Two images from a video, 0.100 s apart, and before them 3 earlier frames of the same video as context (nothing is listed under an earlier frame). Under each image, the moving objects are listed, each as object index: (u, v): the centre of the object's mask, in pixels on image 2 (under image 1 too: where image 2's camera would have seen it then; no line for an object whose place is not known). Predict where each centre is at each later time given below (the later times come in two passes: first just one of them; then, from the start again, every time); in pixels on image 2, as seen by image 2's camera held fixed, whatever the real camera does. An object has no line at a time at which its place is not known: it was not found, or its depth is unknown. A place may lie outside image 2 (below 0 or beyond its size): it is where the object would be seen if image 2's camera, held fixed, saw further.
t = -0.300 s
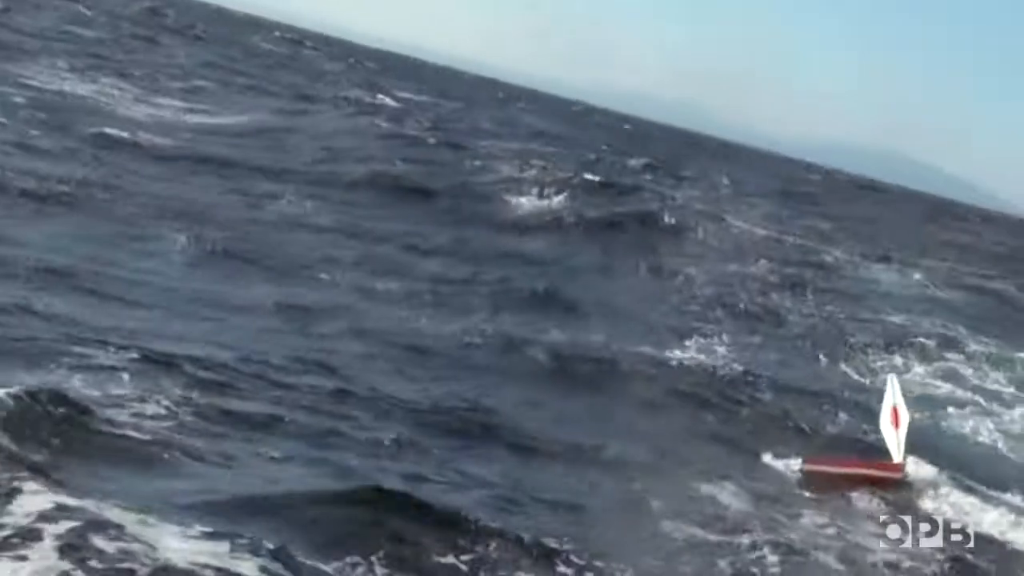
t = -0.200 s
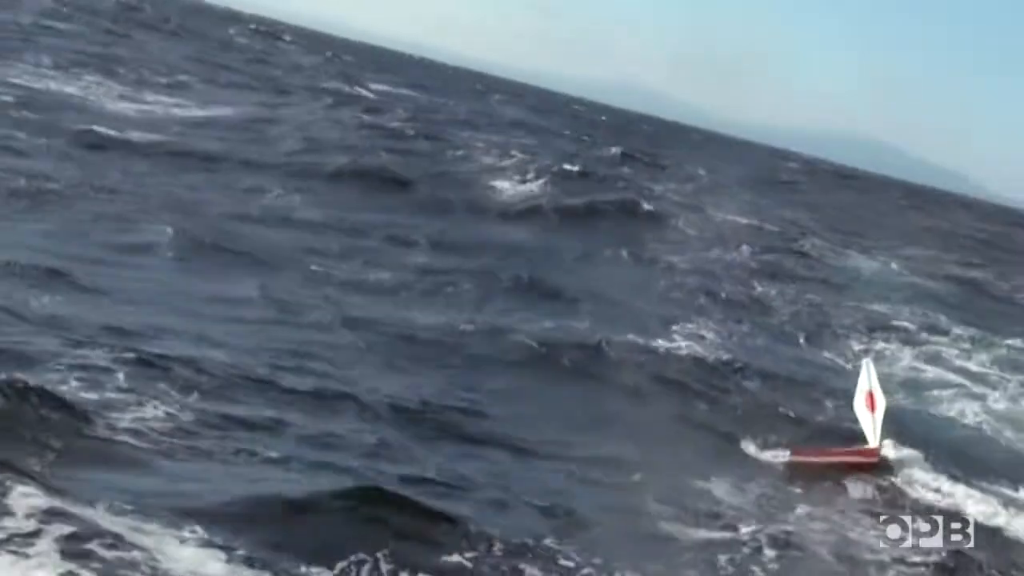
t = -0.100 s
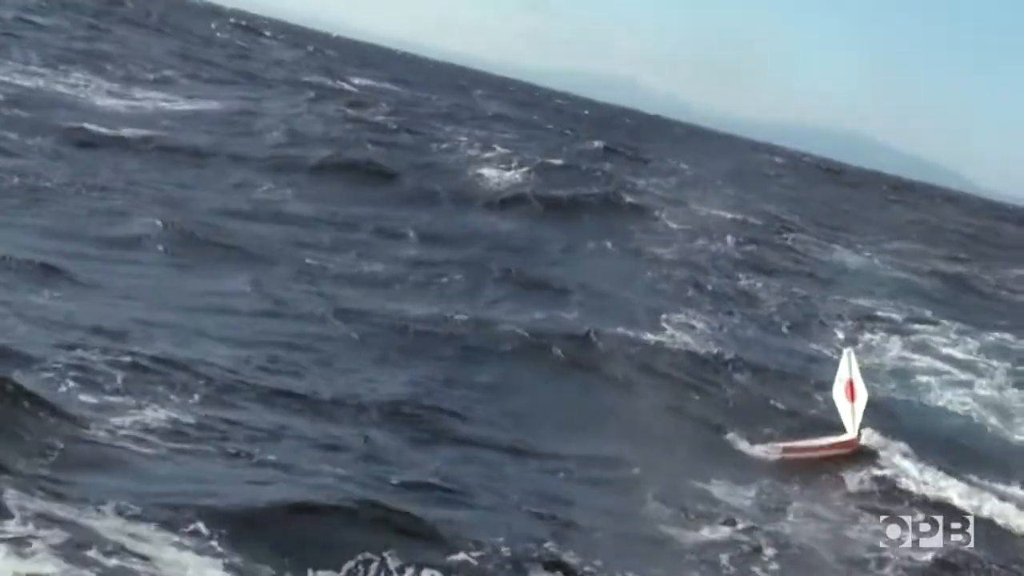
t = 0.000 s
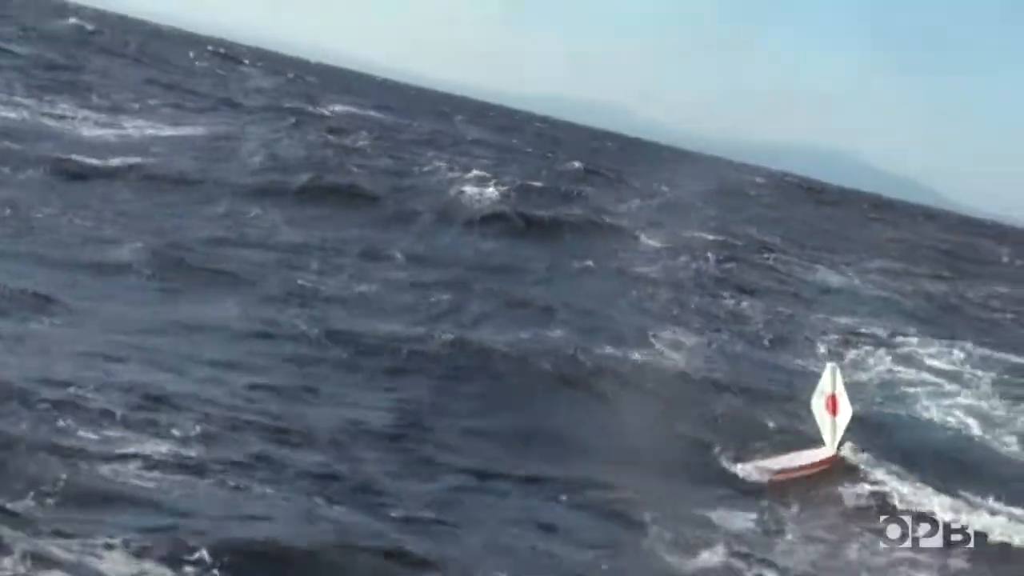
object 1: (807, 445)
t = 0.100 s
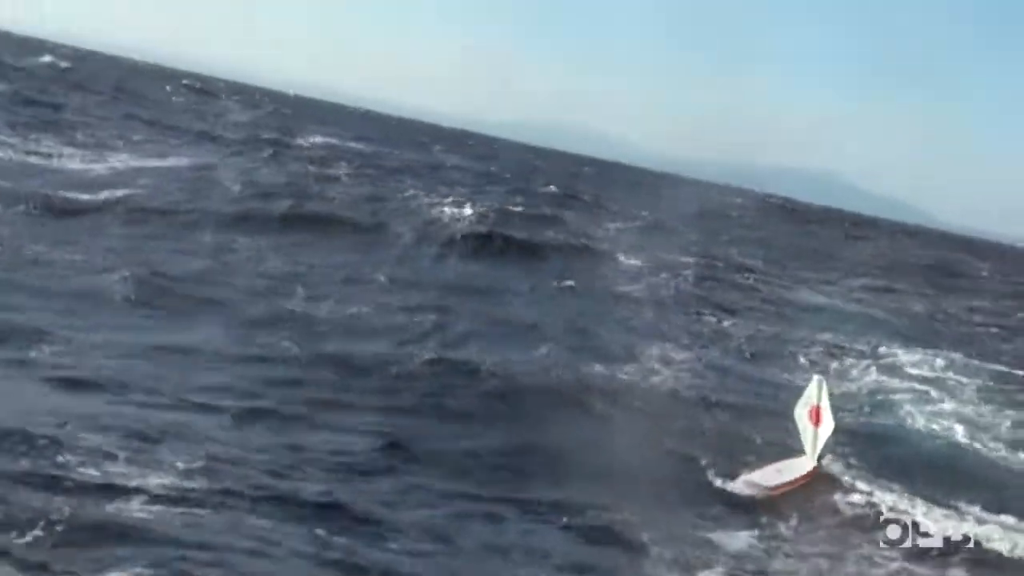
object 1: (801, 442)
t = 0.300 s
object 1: (792, 428)
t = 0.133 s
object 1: (799, 441)
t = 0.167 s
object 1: (797, 441)
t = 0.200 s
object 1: (795, 440)
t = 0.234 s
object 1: (793, 438)
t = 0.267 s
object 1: (792, 434)
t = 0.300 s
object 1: (792, 428)
